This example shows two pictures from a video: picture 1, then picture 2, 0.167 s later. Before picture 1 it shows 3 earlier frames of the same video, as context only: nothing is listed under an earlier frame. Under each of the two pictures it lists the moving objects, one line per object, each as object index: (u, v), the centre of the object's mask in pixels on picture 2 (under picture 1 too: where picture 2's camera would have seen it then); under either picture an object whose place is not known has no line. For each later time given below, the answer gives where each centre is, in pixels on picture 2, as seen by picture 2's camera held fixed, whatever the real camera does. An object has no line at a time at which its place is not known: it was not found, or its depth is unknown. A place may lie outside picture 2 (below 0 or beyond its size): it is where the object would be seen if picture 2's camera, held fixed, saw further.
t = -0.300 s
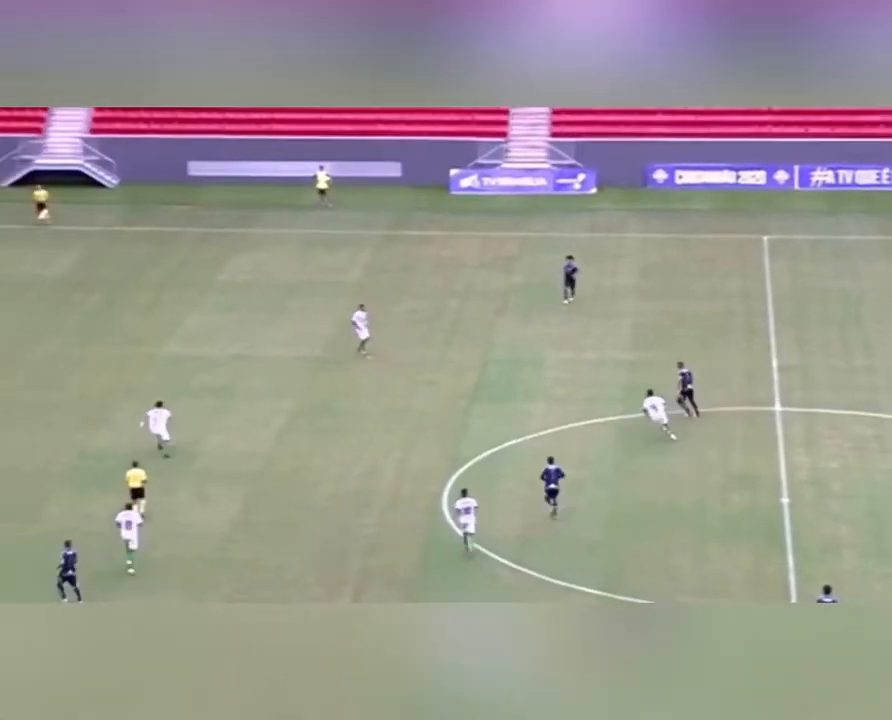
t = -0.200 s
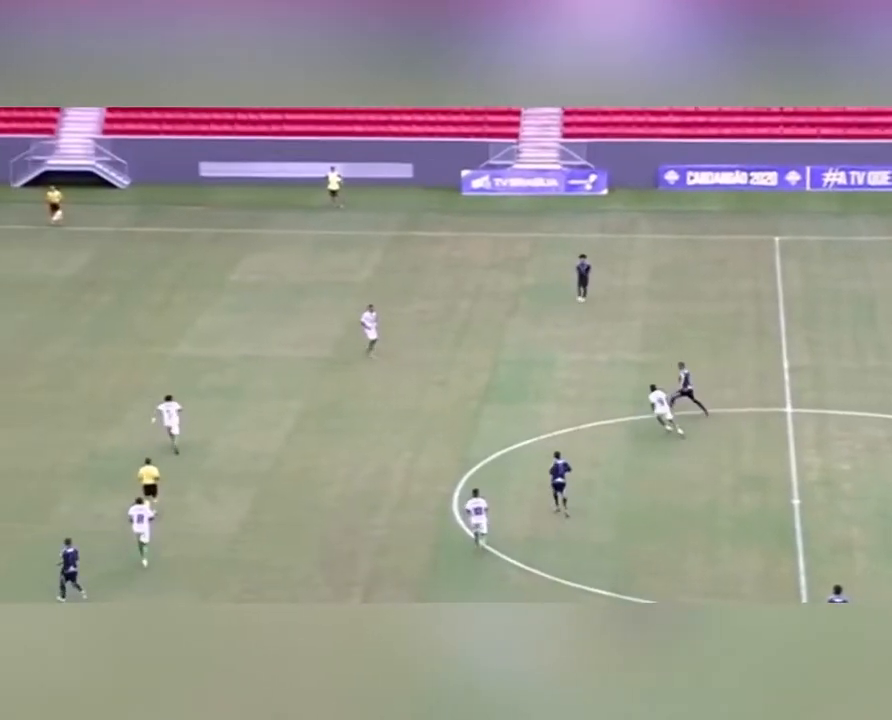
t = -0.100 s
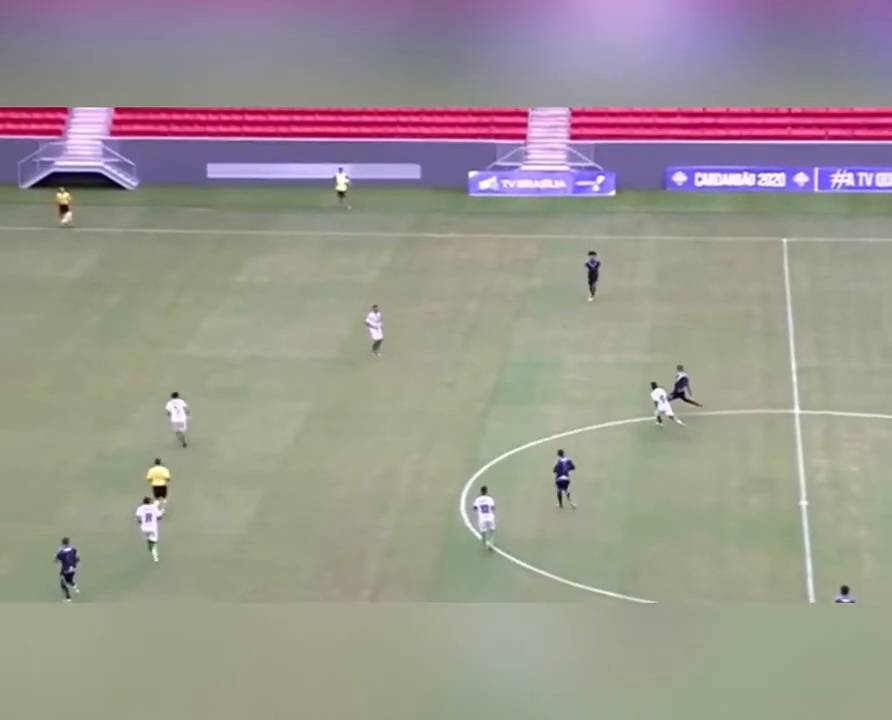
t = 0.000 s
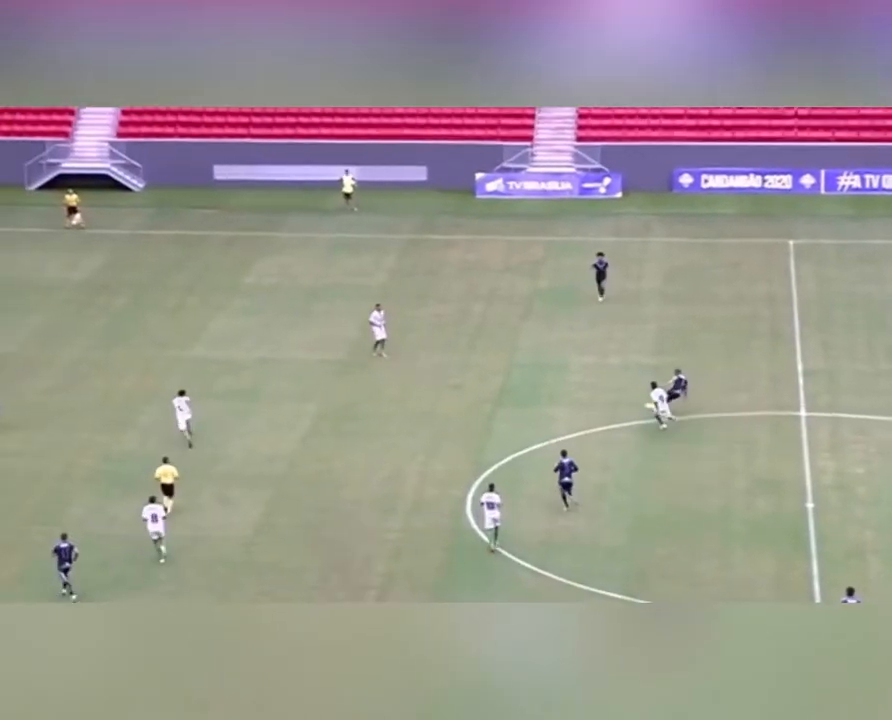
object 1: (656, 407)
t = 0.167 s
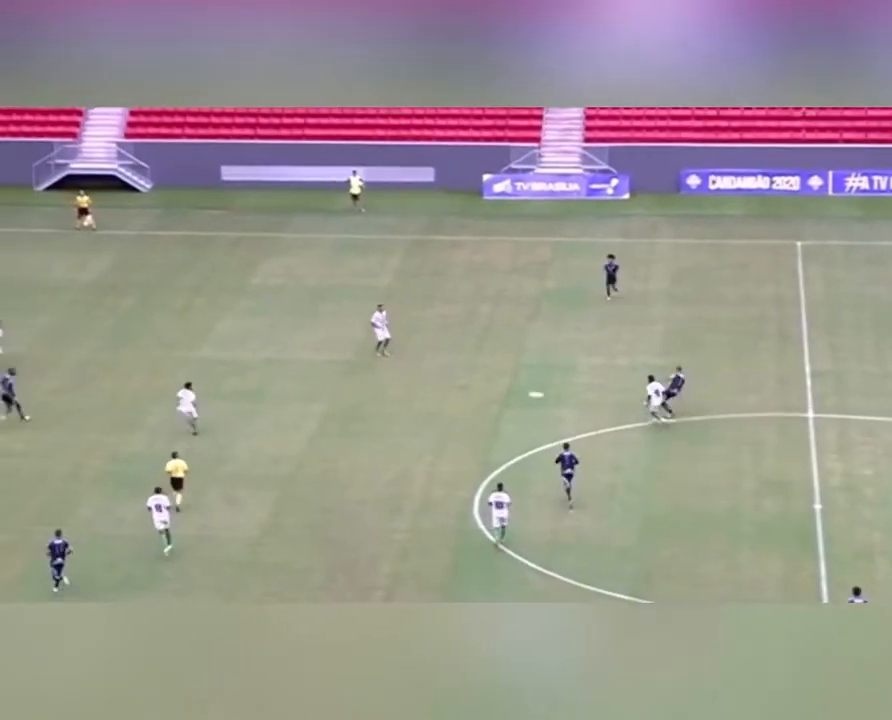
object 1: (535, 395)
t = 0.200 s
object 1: (512, 393)
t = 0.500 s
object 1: (320, 386)
